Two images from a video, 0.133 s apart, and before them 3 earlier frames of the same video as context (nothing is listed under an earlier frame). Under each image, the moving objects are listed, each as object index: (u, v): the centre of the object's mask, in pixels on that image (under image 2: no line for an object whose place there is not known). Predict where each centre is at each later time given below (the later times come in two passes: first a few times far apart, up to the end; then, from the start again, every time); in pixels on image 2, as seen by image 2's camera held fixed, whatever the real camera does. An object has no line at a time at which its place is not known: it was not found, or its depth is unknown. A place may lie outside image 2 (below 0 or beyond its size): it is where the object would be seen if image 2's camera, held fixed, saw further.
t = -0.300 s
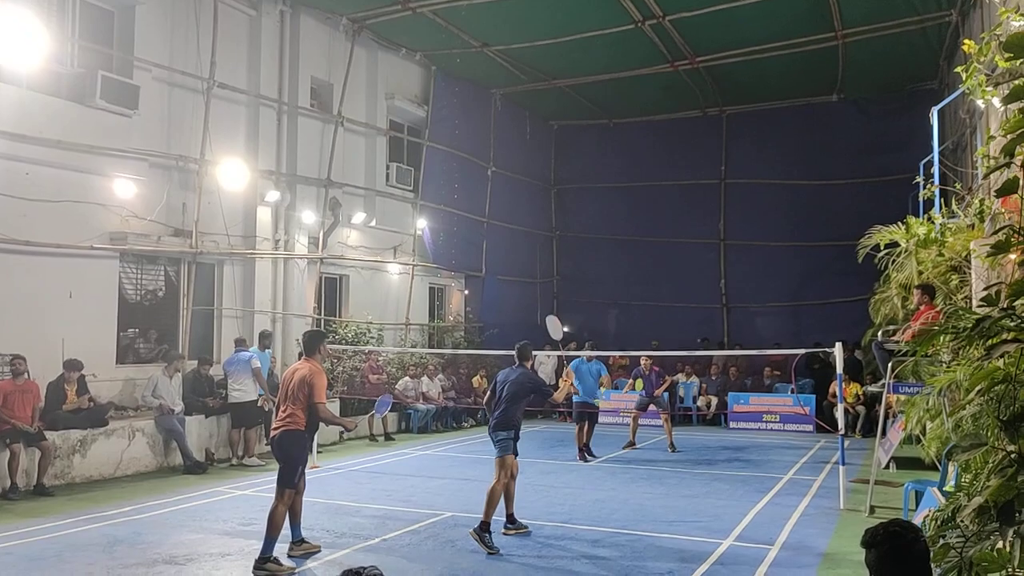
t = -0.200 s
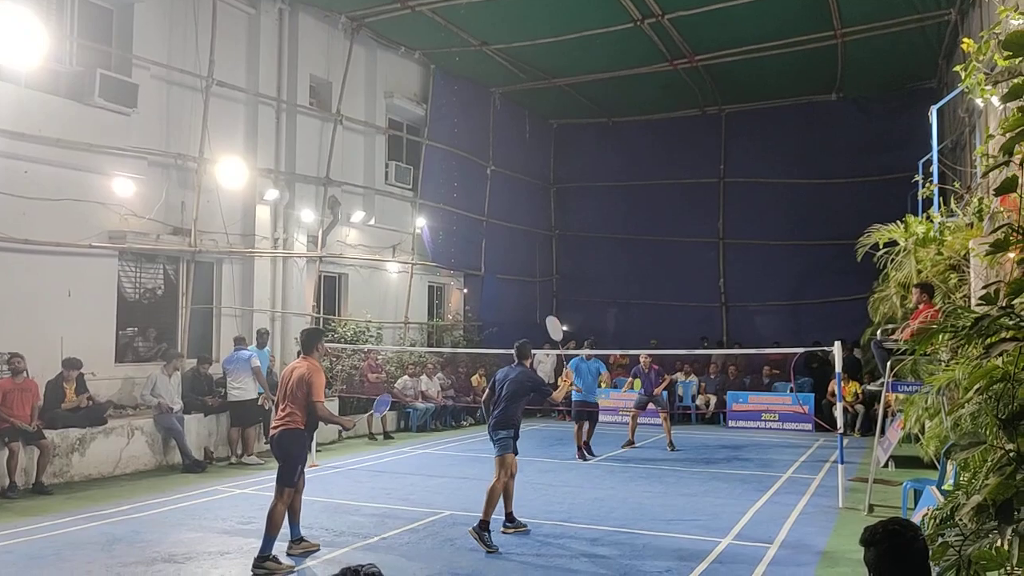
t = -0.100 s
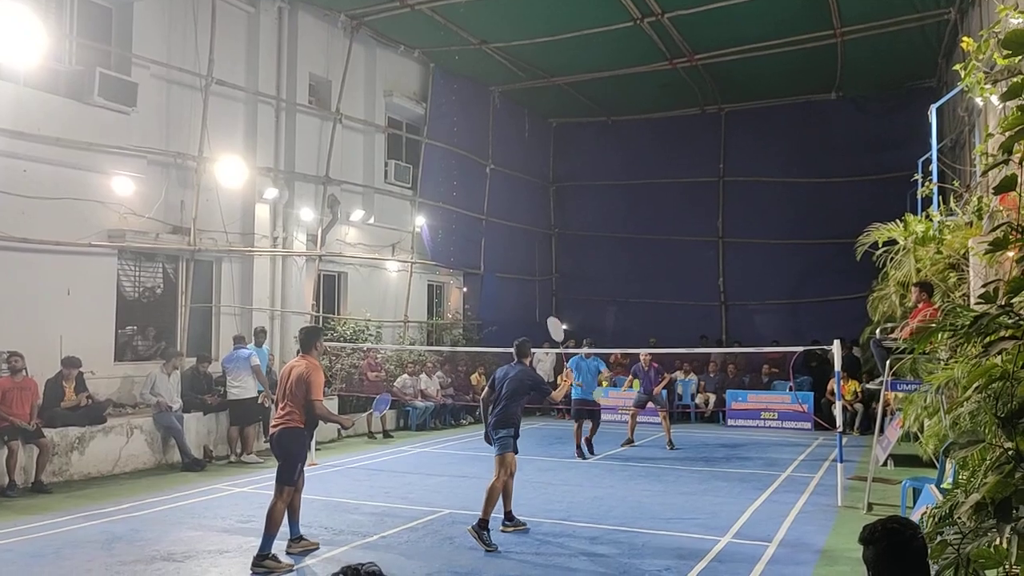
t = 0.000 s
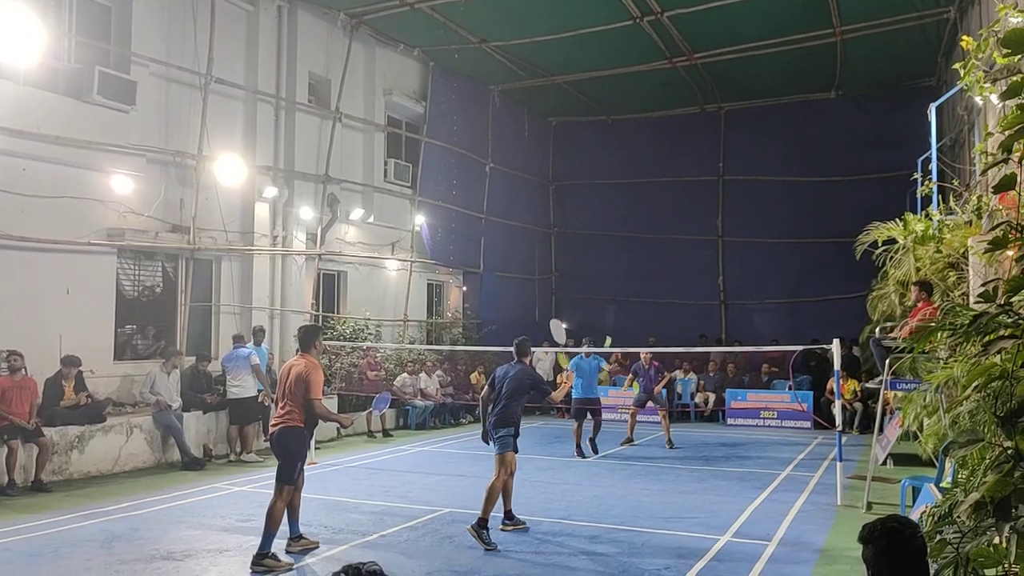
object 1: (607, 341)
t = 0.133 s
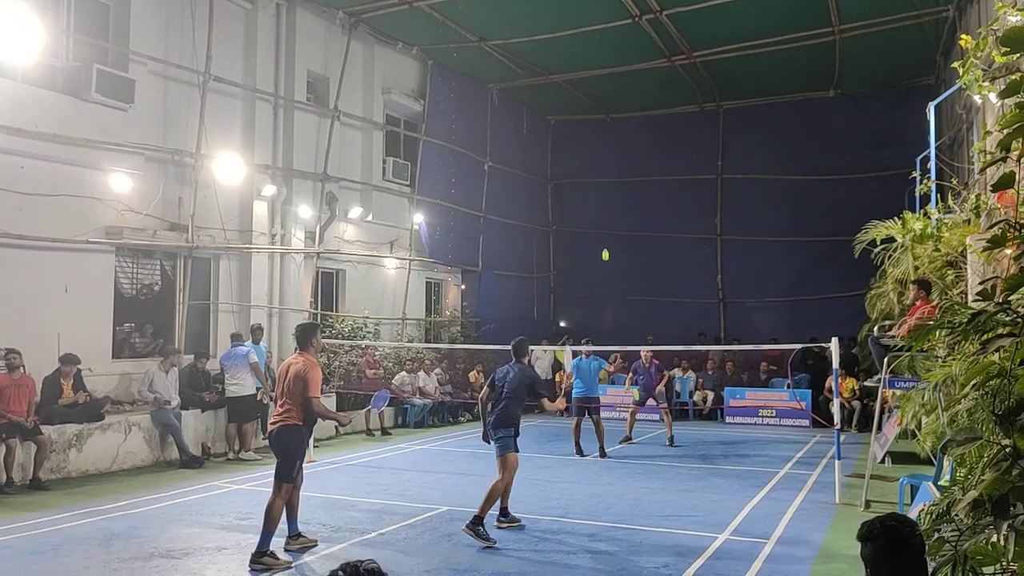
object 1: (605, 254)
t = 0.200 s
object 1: (604, 221)
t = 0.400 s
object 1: (602, 149)
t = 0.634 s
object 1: (596, 120)
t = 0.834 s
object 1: (587, 151)
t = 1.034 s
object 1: (576, 248)
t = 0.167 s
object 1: (606, 236)
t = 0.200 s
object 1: (604, 221)
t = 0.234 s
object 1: (604, 205)
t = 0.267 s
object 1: (604, 192)
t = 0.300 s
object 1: (603, 180)
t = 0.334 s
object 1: (603, 168)
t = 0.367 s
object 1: (603, 158)
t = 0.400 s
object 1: (602, 149)
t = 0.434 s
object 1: (601, 141)
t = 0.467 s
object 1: (600, 134)
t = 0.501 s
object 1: (600, 129)
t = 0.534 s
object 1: (598, 125)
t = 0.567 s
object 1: (598, 122)
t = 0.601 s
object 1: (597, 120)
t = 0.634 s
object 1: (596, 120)
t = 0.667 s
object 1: (594, 121)
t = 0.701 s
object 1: (593, 124)
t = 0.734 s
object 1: (592, 128)
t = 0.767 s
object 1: (591, 134)
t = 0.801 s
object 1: (589, 142)
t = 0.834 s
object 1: (587, 151)
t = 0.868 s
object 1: (585, 163)
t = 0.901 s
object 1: (584, 176)
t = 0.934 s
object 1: (582, 191)
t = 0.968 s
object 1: (580, 208)
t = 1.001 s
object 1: (578, 227)
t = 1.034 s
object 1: (576, 248)
